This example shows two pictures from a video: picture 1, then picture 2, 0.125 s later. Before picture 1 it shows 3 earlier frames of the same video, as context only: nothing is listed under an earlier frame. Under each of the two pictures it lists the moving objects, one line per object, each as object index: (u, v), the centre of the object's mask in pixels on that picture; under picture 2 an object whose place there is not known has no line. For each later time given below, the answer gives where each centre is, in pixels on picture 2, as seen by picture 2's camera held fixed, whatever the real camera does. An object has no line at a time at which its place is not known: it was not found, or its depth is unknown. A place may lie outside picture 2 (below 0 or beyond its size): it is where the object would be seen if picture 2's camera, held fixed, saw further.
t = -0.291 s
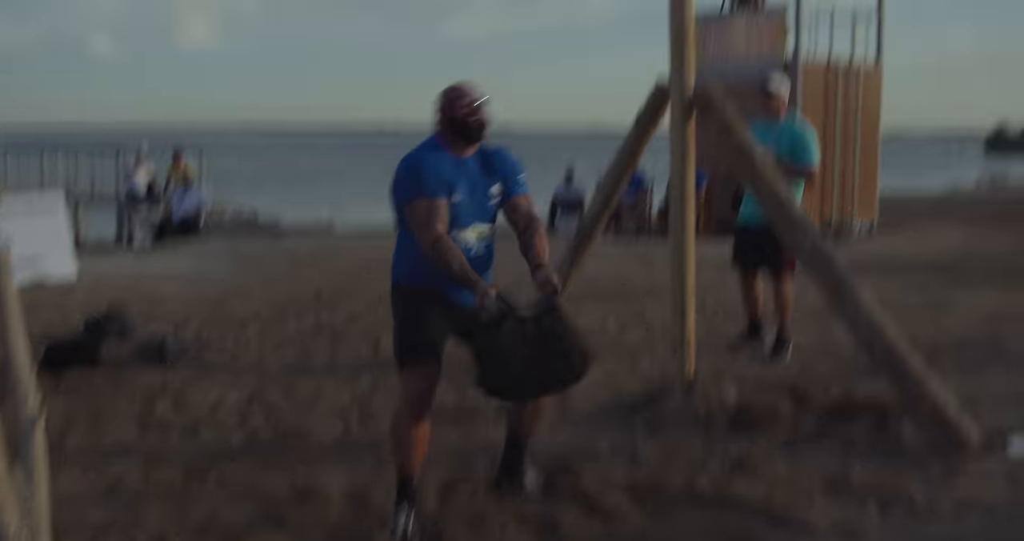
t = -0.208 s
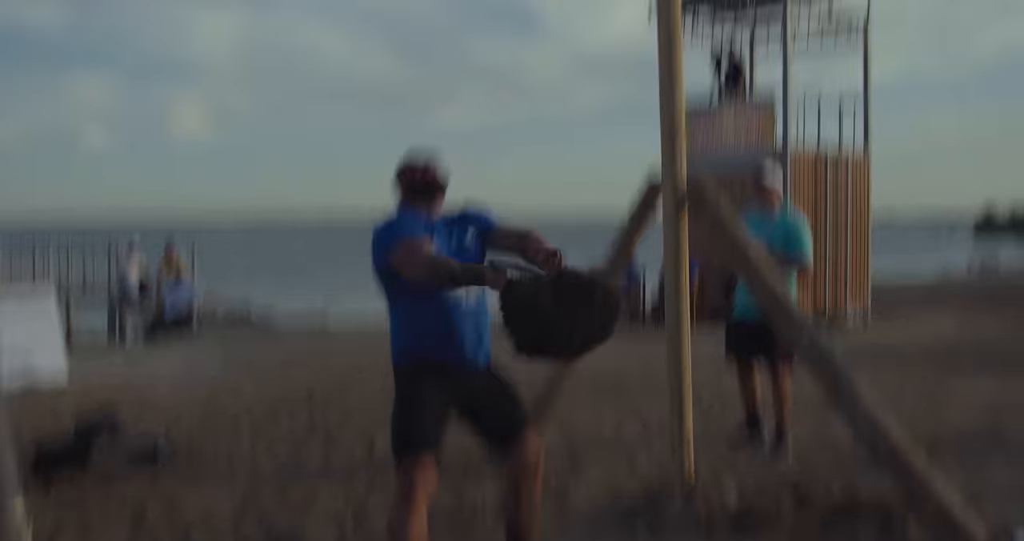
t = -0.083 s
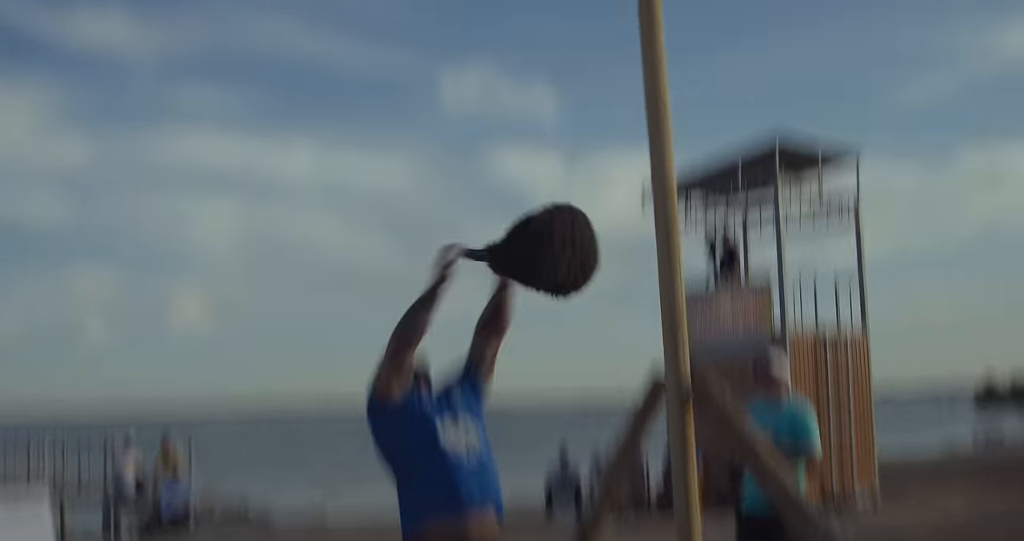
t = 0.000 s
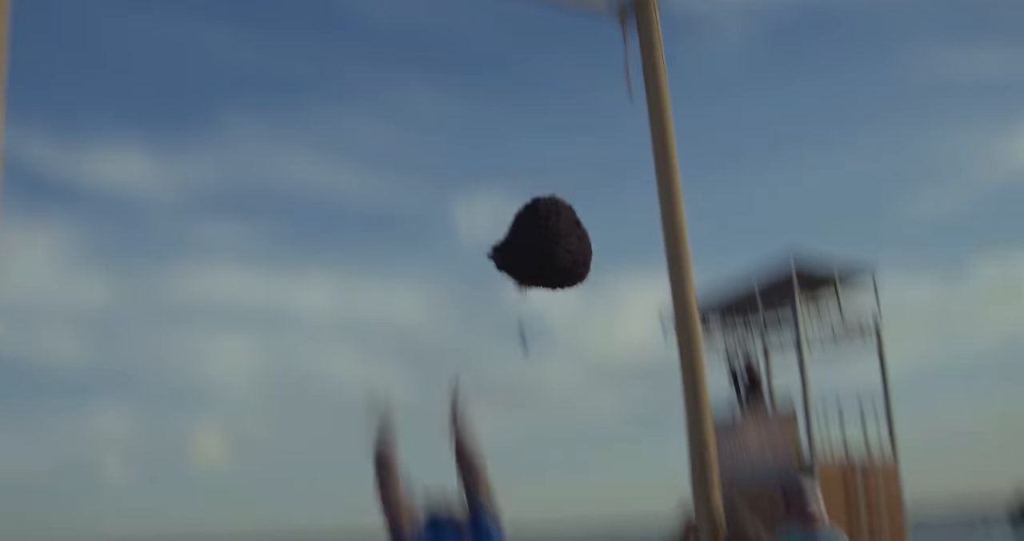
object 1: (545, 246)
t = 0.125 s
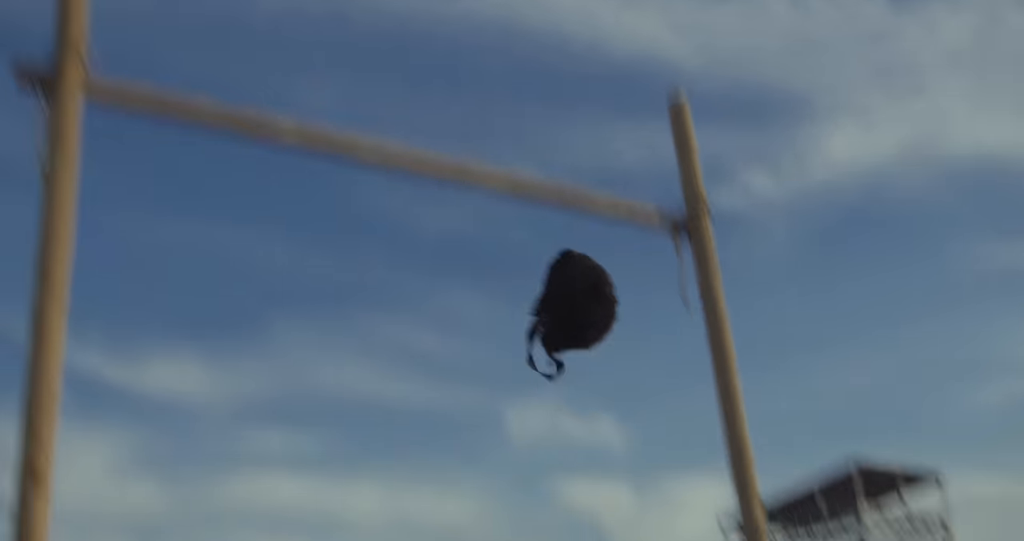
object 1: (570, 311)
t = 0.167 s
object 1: (561, 272)
